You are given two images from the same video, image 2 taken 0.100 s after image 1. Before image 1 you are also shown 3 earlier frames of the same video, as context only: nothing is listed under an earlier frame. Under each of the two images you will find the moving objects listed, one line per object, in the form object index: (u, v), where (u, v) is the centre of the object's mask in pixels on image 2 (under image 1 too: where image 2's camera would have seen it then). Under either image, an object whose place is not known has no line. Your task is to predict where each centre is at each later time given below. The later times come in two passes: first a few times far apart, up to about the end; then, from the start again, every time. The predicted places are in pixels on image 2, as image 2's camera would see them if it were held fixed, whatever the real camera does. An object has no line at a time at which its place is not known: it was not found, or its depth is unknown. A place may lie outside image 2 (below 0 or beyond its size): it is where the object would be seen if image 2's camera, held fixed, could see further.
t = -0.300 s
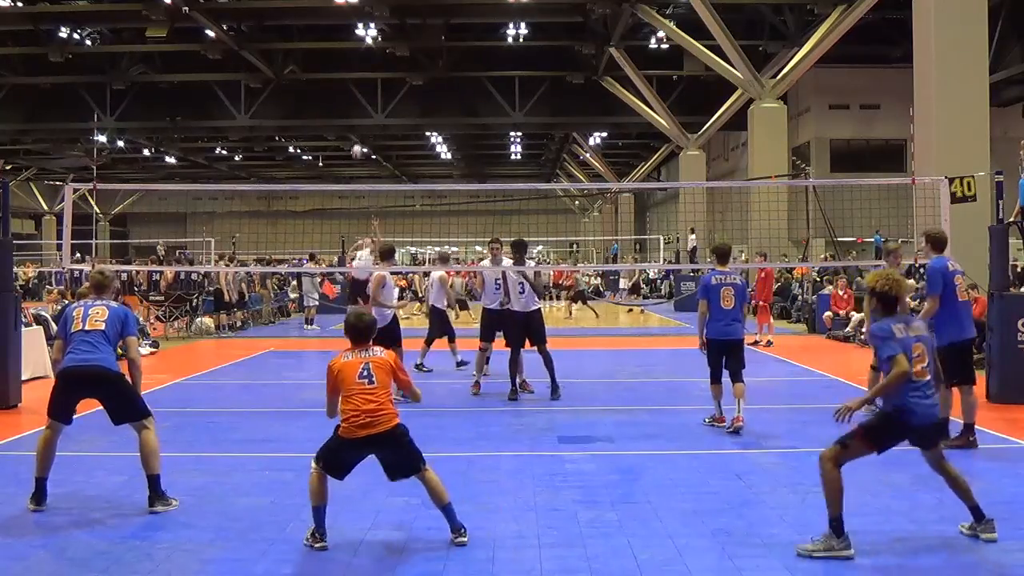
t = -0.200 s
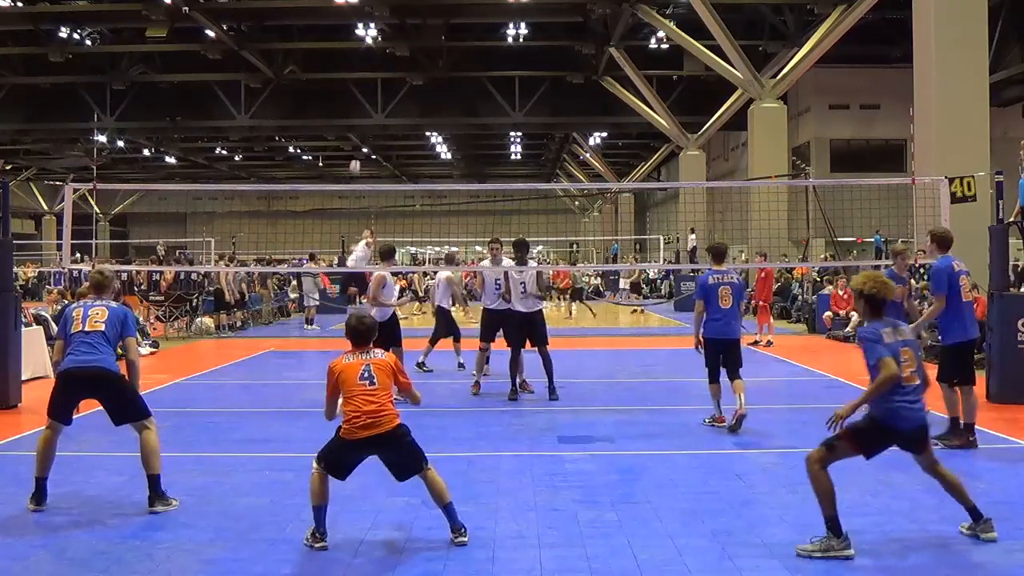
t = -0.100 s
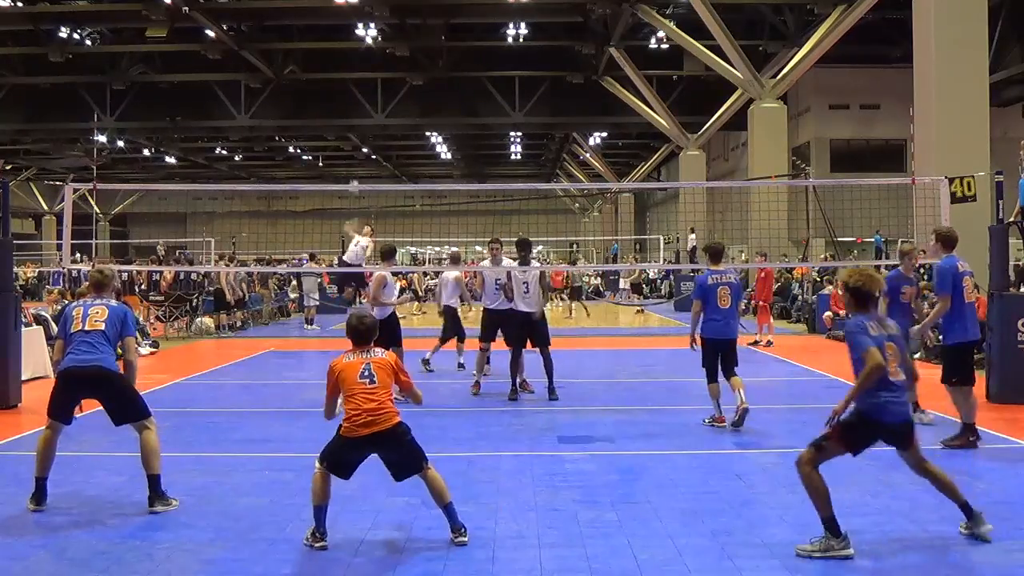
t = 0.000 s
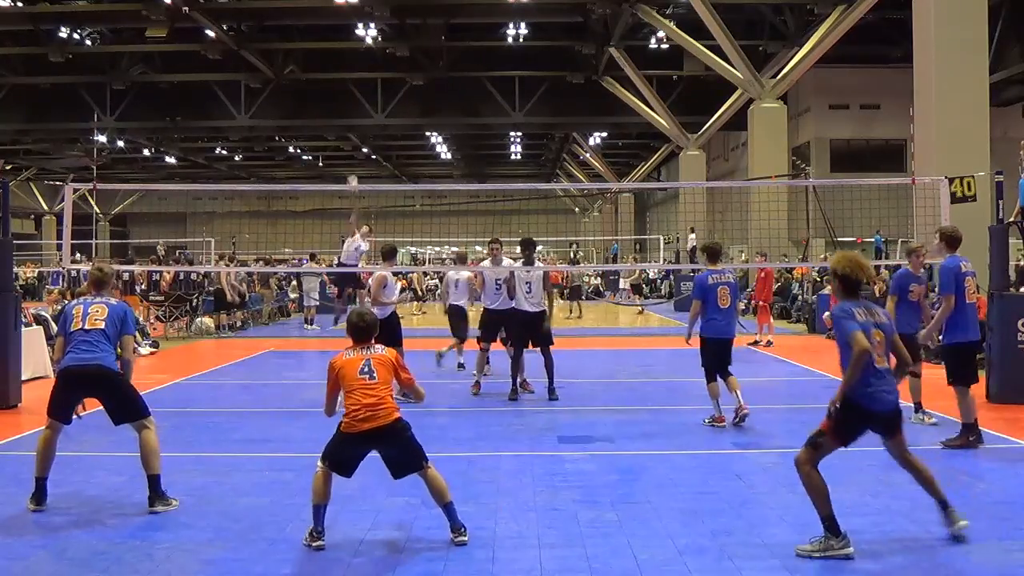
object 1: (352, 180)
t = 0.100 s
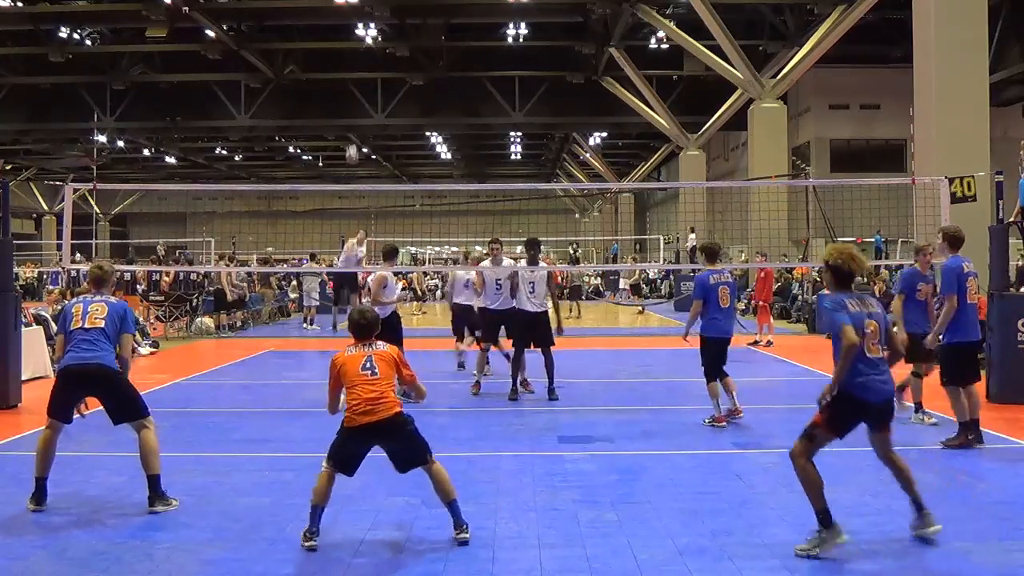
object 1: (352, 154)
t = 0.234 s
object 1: (353, 121)
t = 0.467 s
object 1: (358, 98)
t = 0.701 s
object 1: (372, 141)
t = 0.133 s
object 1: (352, 143)
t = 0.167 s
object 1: (352, 136)
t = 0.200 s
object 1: (352, 128)
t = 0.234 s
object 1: (353, 121)
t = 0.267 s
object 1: (353, 115)
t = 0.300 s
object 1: (354, 109)
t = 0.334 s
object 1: (355, 104)
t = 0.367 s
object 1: (355, 101)
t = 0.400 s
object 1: (356, 99)
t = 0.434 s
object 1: (357, 98)
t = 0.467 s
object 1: (358, 98)
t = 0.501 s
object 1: (360, 99)
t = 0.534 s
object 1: (361, 101)
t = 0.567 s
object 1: (363, 105)
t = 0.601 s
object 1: (364, 111)
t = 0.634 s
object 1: (366, 120)
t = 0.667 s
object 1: (370, 130)
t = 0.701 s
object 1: (372, 141)
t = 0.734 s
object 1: (376, 158)
